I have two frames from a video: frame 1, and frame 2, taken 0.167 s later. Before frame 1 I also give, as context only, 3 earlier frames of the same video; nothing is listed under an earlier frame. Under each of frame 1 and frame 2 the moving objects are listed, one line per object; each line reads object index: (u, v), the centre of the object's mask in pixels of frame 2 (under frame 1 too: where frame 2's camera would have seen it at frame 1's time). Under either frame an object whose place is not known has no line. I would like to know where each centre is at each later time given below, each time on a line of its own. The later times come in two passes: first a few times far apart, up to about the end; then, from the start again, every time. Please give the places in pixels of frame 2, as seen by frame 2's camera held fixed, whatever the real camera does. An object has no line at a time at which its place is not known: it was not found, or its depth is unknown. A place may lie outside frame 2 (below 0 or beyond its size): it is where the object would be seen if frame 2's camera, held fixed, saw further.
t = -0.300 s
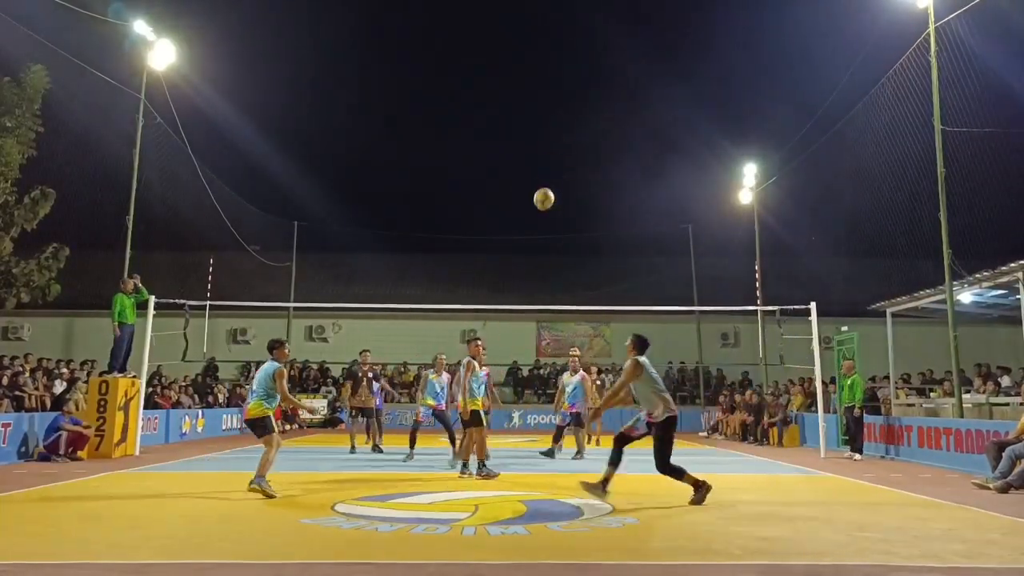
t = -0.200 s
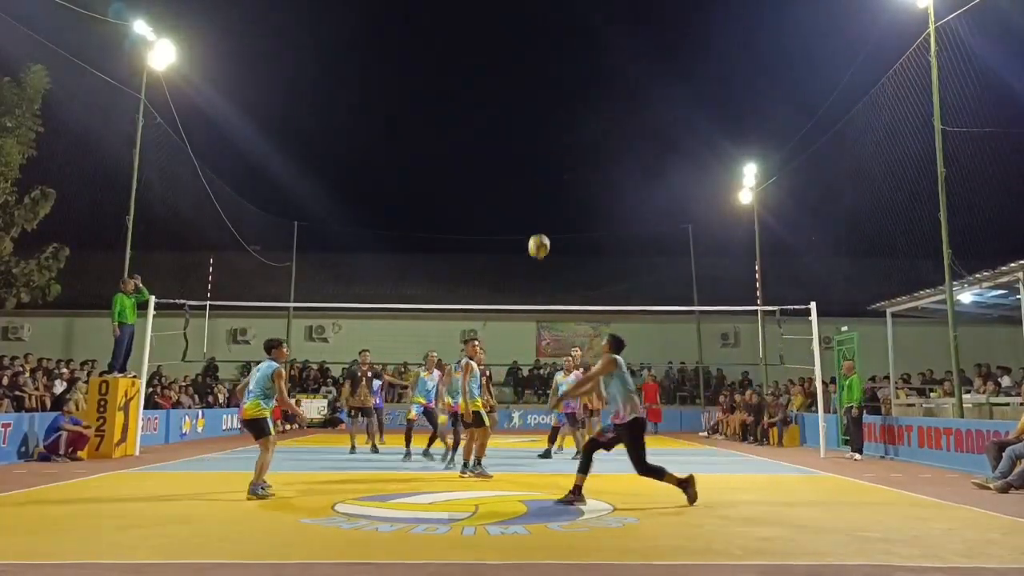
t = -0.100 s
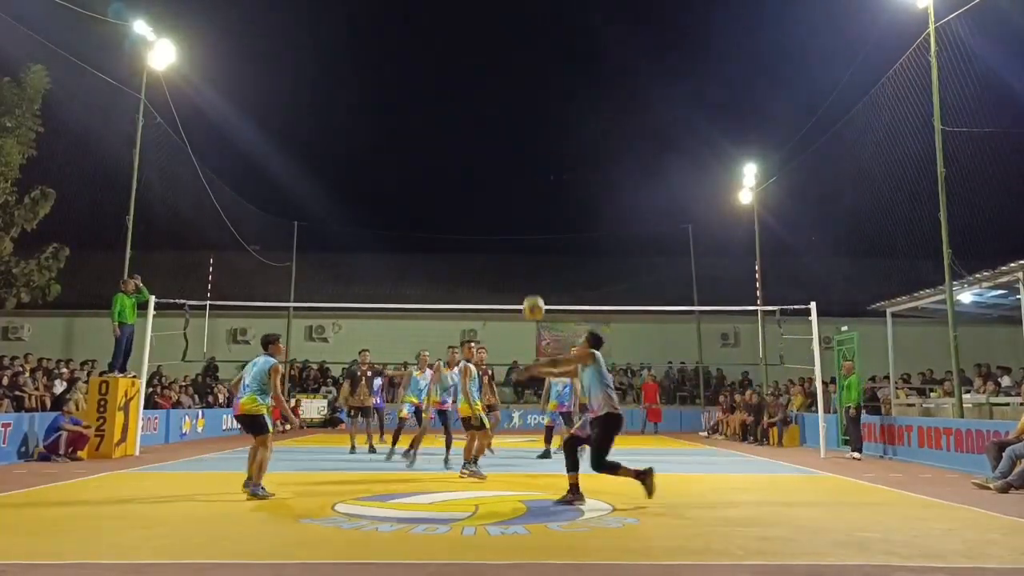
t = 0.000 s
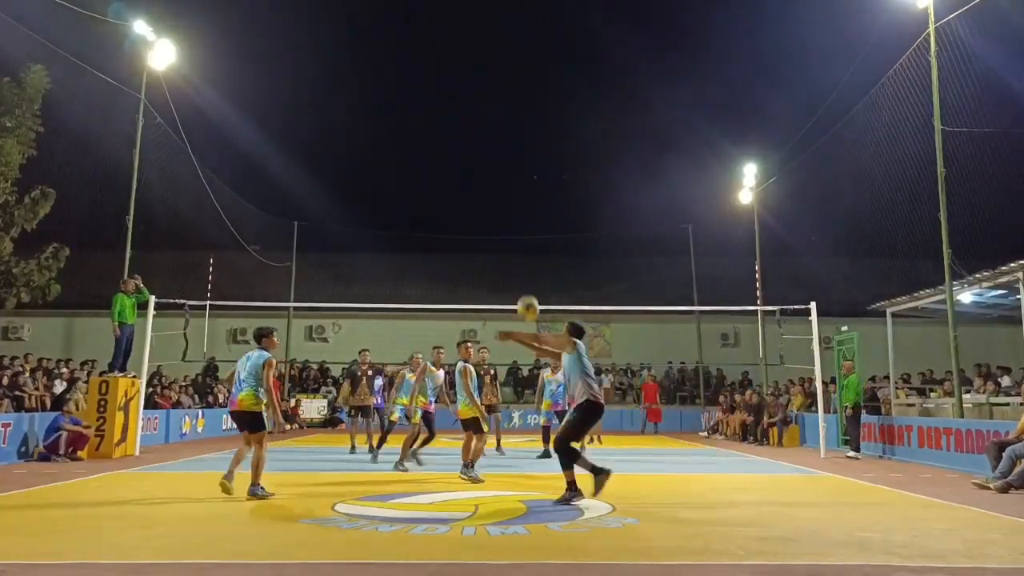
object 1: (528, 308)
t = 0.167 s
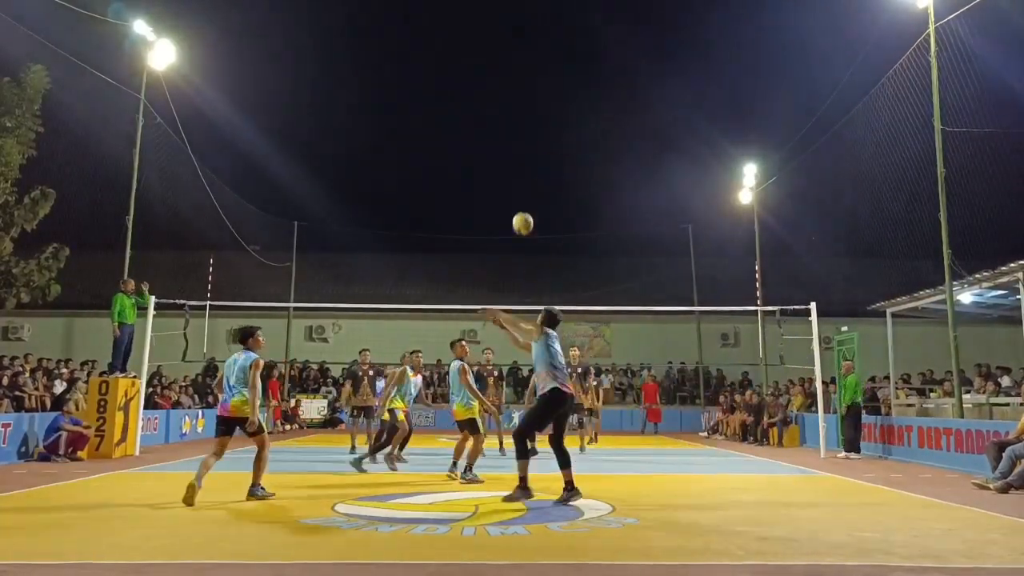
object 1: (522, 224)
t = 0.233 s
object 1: (521, 200)
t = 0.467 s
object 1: (517, 157)
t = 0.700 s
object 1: (513, 160)
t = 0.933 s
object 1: (511, 200)
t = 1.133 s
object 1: (508, 259)
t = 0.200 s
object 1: (522, 211)
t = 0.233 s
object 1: (521, 200)
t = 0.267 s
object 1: (520, 191)
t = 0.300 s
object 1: (520, 182)
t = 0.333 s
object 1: (519, 175)
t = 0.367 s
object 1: (518, 169)
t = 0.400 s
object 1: (518, 164)
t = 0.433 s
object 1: (517, 160)
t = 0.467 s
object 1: (517, 157)
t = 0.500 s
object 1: (516, 154)
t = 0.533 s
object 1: (516, 153)
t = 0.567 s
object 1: (515, 153)
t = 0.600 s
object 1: (515, 153)
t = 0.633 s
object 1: (514, 155)
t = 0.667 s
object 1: (514, 157)
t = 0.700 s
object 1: (513, 160)
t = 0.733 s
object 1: (513, 163)
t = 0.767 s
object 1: (513, 168)
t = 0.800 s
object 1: (512, 173)
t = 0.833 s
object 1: (512, 179)
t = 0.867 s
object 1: (511, 185)
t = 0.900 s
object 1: (511, 193)
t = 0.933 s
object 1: (511, 200)
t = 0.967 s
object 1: (510, 208)
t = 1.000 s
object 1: (510, 217)
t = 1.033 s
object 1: (509, 227)
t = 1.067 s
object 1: (509, 237)
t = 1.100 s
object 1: (508, 248)
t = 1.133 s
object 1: (508, 259)
